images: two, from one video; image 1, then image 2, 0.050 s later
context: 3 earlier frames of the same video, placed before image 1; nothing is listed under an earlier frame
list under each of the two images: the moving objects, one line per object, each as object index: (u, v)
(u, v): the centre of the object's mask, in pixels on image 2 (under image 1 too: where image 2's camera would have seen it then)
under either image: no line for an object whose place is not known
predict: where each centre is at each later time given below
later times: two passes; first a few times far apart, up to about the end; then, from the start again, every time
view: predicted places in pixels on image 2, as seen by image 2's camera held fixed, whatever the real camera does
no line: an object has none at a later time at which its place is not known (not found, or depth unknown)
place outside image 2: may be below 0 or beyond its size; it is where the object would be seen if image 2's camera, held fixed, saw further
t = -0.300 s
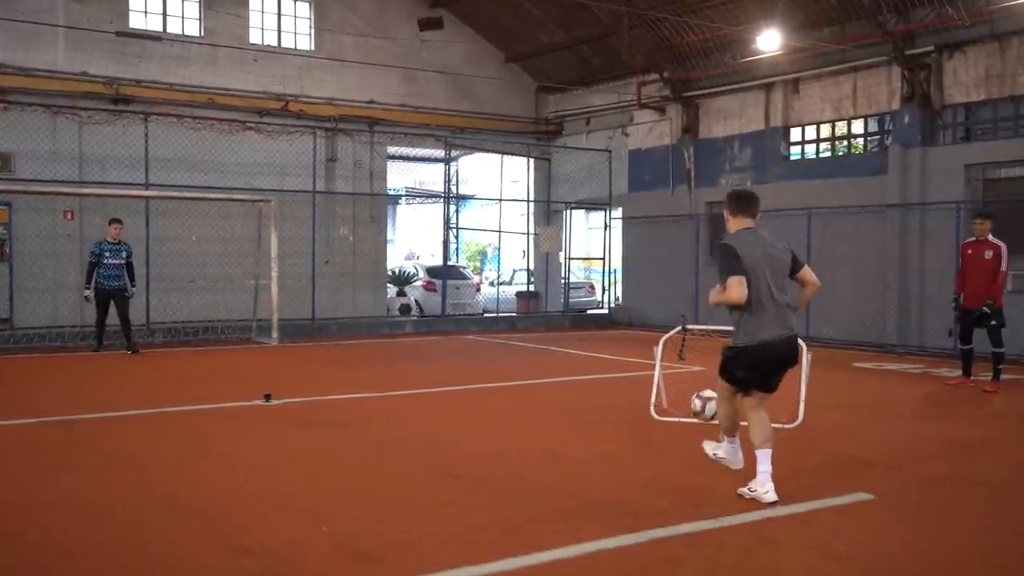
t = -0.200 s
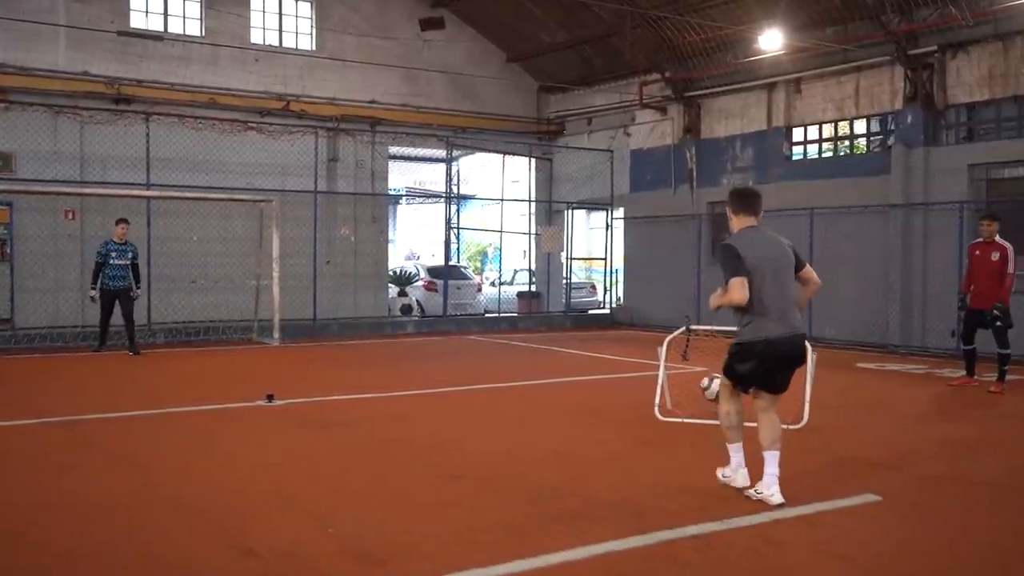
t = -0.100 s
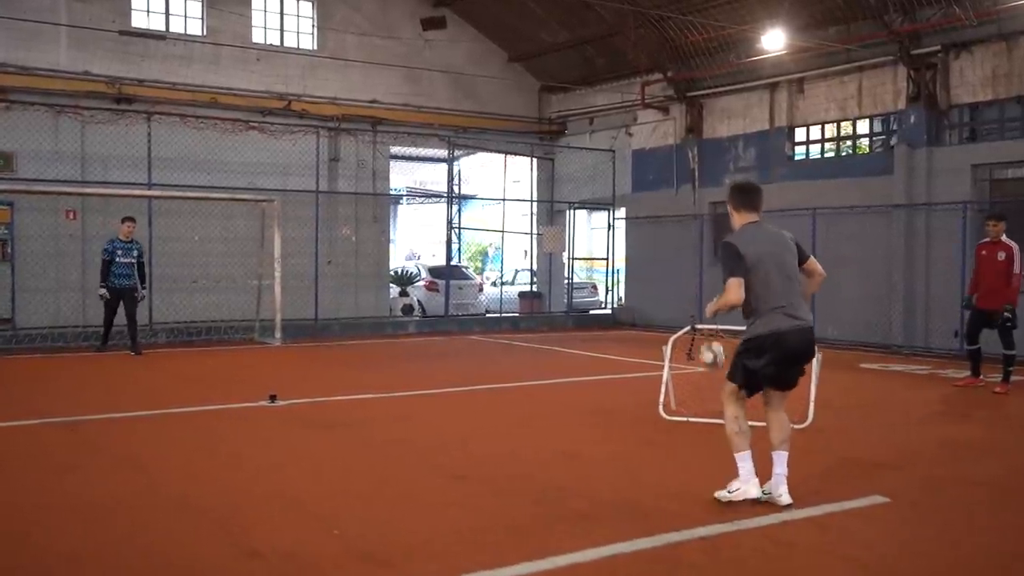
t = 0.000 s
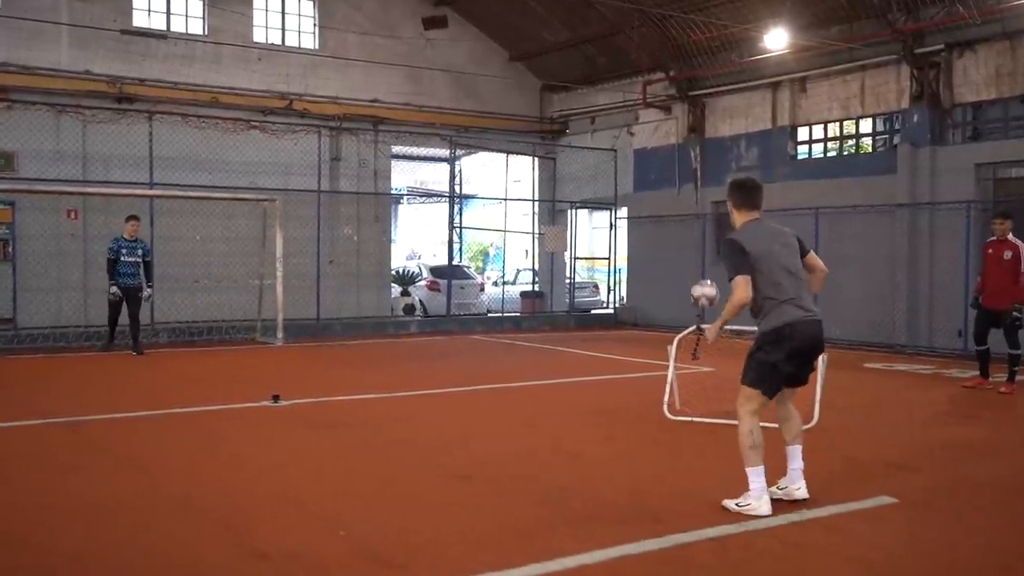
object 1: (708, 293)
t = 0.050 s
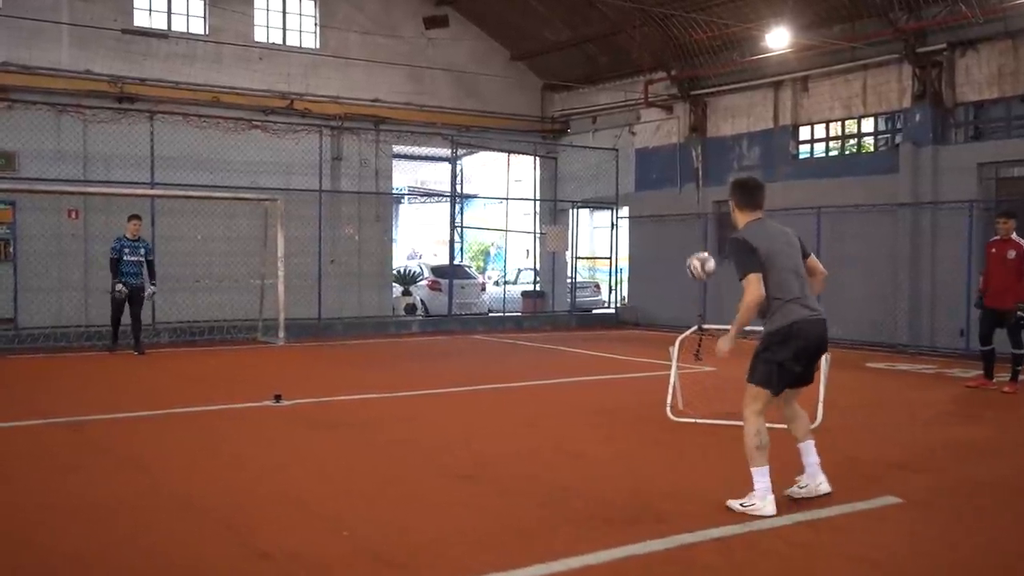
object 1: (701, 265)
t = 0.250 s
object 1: (678, 180)
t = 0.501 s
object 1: (646, 138)
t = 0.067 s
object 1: (699, 258)
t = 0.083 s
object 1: (696, 250)
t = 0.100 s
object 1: (694, 241)
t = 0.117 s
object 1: (692, 233)
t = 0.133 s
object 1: (691, 226)
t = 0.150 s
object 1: (689, 218)
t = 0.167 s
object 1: (685, 212)
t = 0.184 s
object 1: (685, 204)
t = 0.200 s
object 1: (684, 198)
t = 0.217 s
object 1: (682, 192)
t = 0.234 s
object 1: (680, 185)
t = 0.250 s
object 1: (678, 180)
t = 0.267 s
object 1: (676, 176)
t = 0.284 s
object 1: (674, 171)
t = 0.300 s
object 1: (672, 166)
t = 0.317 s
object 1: (670, 161)
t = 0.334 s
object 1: (668, 158)
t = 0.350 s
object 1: (666, 155)
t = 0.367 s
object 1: (664, 151)
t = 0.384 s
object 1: (662, 148)
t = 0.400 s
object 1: (660, 145)
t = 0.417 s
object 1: (658, 142)
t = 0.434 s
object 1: (655, 141)
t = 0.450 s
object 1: (653, 140)
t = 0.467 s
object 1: (651, 139)
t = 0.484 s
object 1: (649, 138)
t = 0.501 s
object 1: (646, 138)
